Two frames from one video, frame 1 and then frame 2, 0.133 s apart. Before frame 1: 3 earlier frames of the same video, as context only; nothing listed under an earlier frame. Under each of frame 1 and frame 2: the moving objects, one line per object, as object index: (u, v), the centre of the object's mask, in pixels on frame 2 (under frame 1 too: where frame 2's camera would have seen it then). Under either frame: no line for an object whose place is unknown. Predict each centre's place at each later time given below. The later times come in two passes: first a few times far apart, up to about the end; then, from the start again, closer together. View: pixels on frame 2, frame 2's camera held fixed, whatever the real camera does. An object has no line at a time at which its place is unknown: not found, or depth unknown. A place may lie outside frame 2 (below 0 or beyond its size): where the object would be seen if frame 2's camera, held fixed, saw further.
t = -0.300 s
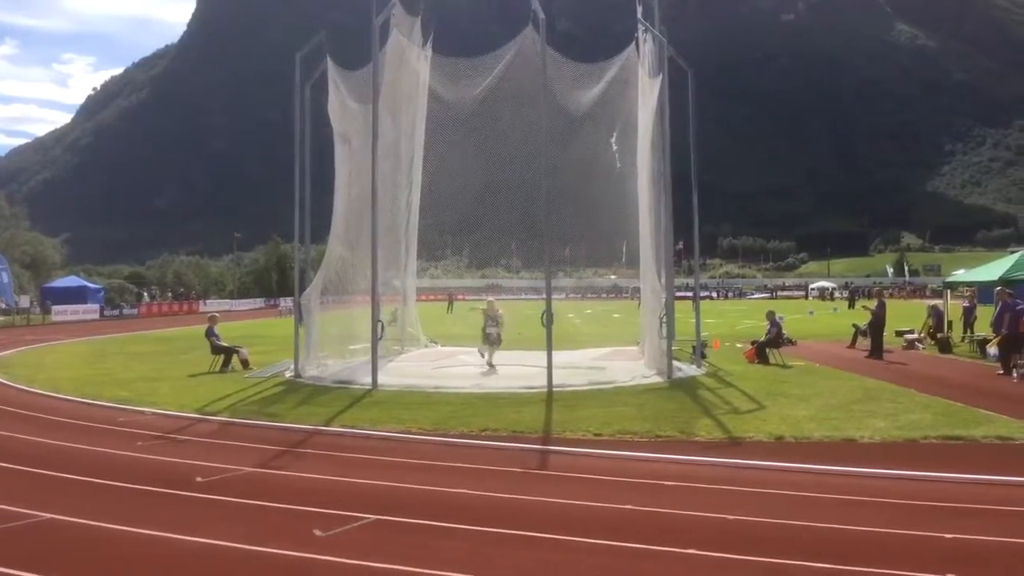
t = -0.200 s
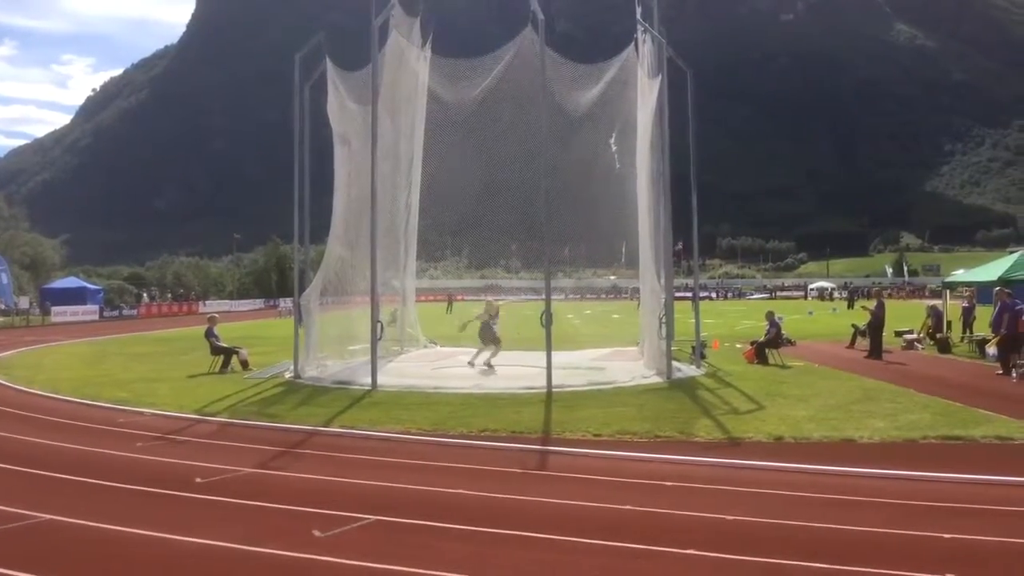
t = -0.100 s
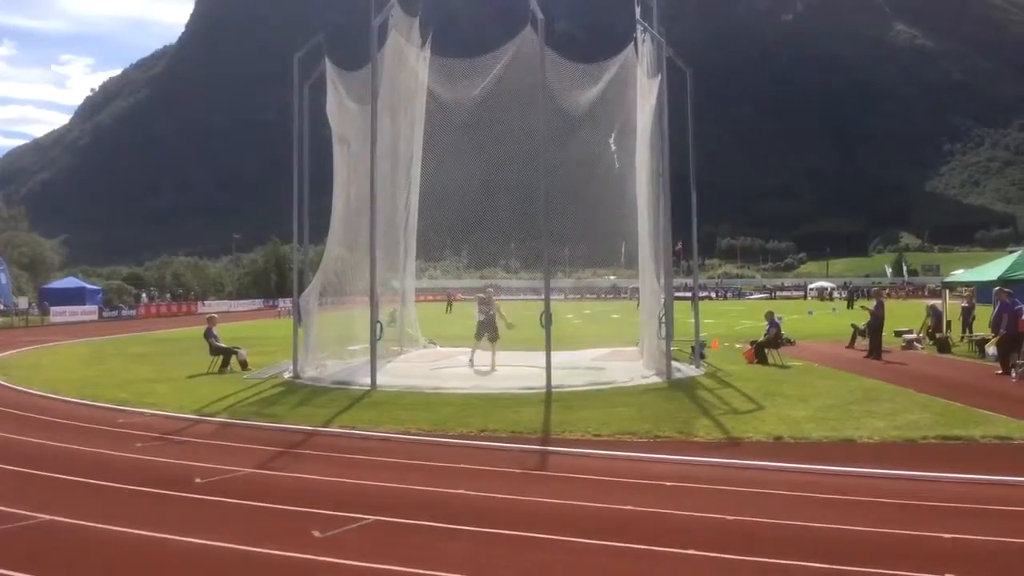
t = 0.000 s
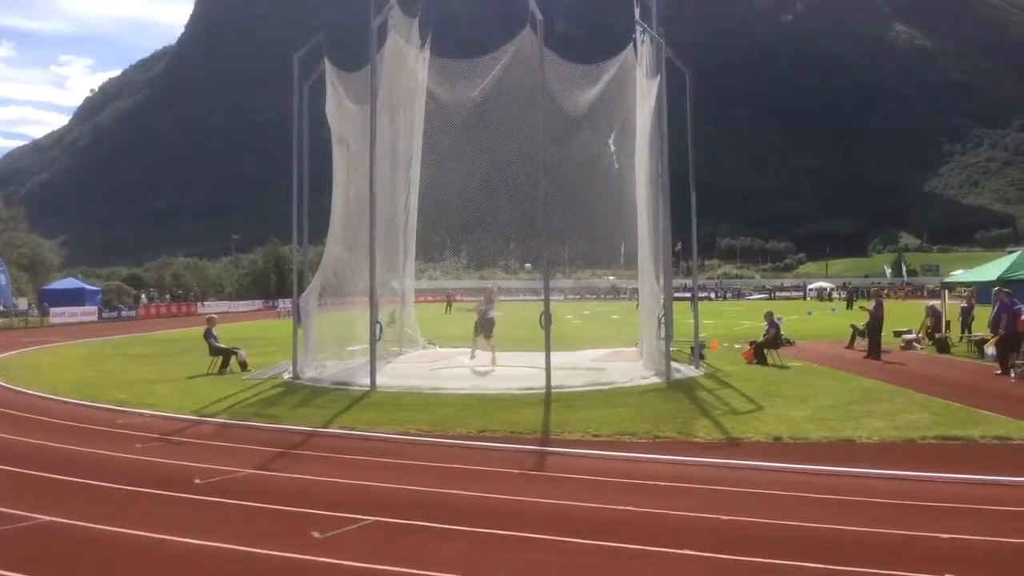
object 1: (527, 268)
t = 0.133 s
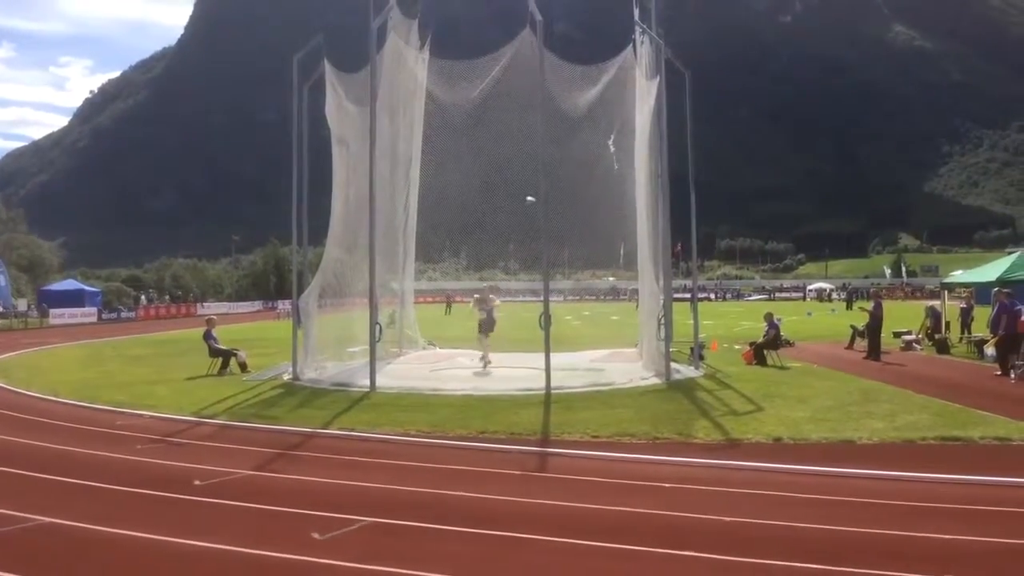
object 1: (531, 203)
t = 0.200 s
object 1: (532, 174)
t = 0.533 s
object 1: (537, 84)
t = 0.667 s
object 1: (537, 65)
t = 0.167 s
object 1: (531, 187)
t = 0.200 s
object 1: (532, 174)
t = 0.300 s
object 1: (532, 139)
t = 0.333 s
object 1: (533, 130)
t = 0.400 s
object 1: (535, 112)
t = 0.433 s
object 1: (535, 105)
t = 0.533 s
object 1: (537, 84)
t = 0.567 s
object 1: (537, 79)
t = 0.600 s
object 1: (537, 74)
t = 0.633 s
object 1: (537, 69)
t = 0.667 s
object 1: (537, 65)
